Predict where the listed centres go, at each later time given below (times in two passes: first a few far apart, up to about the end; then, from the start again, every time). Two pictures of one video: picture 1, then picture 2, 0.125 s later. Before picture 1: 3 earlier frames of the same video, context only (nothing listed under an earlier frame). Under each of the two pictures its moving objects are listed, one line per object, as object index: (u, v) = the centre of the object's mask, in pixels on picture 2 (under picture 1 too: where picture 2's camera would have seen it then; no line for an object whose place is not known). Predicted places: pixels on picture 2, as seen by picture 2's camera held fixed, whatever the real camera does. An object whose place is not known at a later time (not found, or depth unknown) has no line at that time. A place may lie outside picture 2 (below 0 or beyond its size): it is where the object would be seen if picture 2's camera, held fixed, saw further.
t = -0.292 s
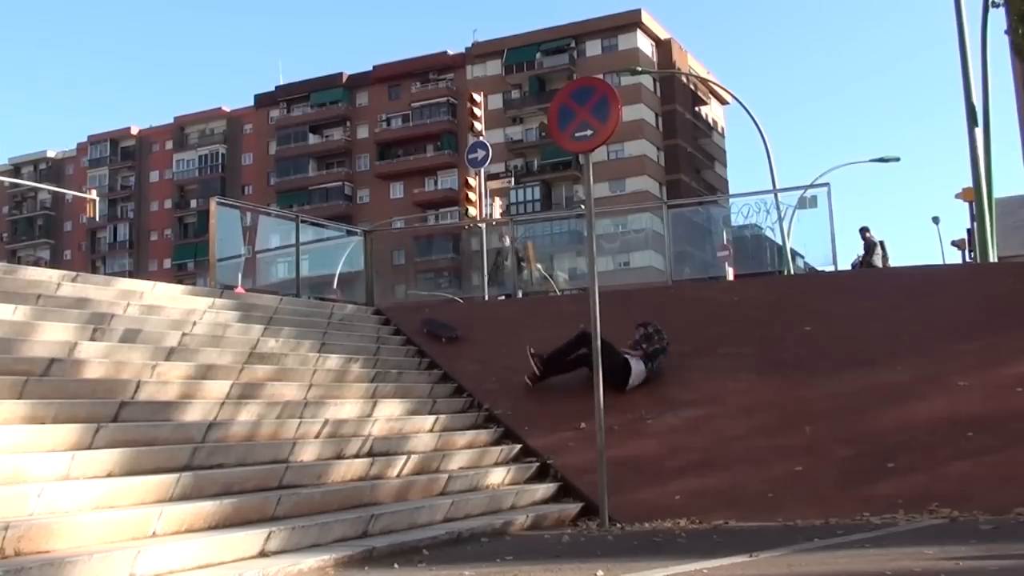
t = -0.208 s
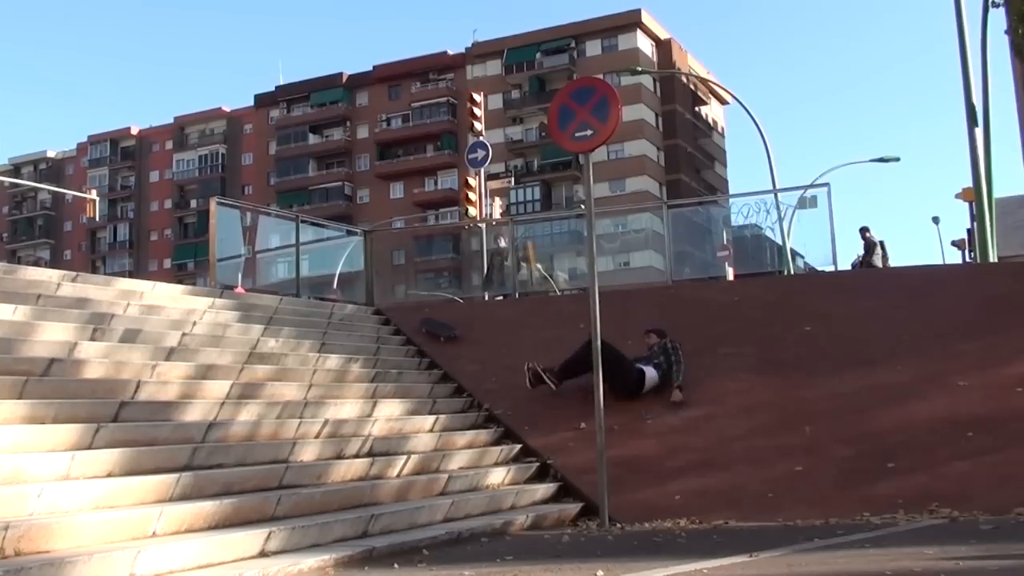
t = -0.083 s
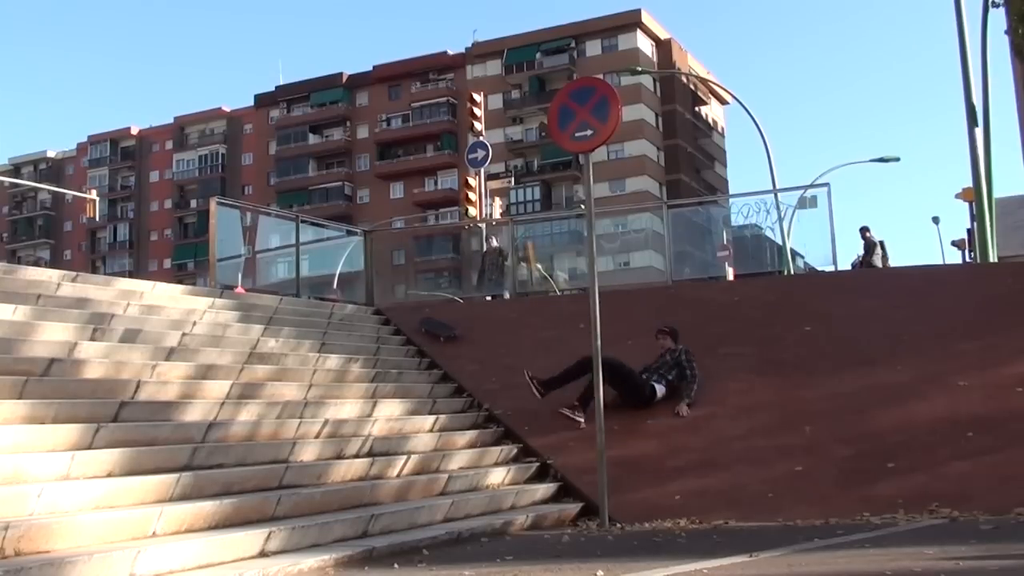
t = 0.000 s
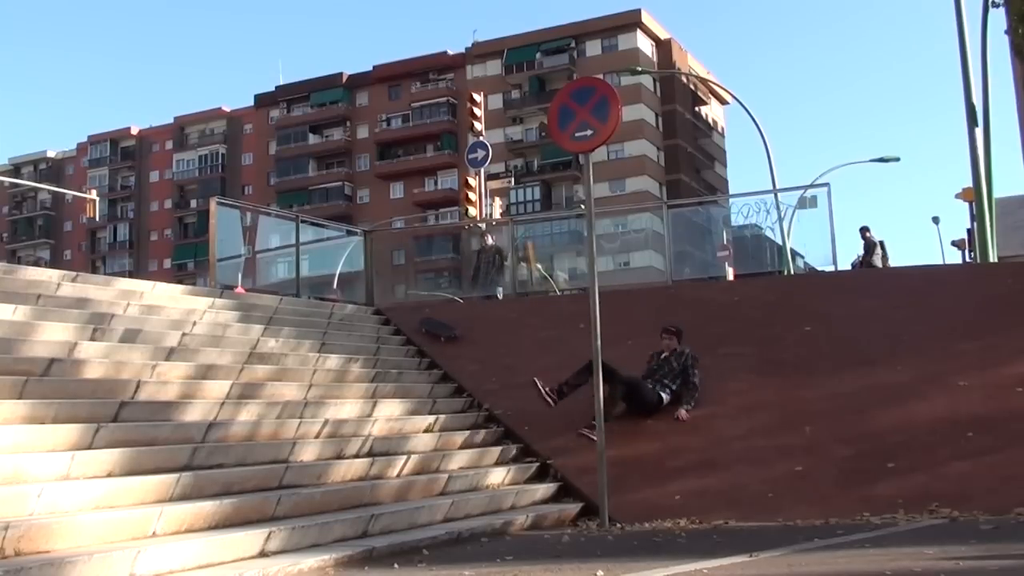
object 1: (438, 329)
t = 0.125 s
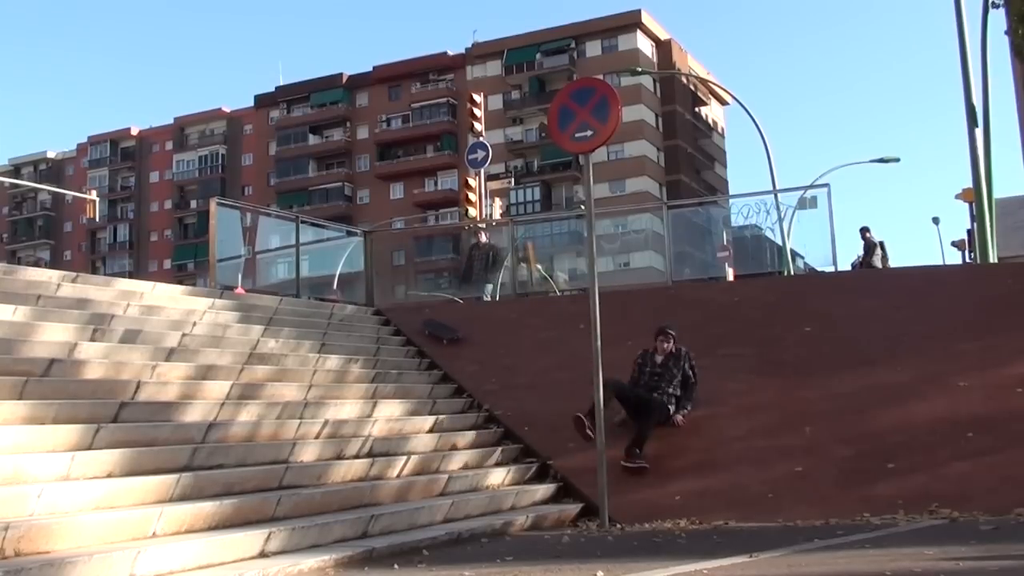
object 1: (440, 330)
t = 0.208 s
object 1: (443, 332)
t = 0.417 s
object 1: (452, 338)
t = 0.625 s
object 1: (469, 347)
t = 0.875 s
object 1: (492, 363)
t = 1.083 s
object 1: (517, 385)
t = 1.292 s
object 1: (547, 410)
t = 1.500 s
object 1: (580, 444)
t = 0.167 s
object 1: (442, 331)
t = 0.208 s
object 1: (443, 332)
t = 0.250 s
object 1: (444, 333)
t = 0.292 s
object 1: (446, 334)
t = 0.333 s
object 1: (448, 335)
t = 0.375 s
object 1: (450, 336)
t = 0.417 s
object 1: (452, 338)
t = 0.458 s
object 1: (455, 339)
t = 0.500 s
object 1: (457, 341)
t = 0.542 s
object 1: (462, 343)
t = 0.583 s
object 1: (465, 345)
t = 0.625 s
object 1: (469, 347)
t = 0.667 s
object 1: (473, 349)
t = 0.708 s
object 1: (476, 351)
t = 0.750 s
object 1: (480, 354)
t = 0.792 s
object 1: (484, 357)
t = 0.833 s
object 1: (488, 360)
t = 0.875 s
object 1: (492, 363)
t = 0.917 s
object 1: (496, 367)
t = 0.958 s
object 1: (500, 370)
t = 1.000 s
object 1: (505, 374)
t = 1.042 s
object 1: (512, 380)
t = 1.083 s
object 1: (517, 385)
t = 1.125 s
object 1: (523, 389)
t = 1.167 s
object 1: (528, 394)
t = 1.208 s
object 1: (535, 399)
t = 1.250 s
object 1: (541, 405)
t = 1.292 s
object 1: (547, 410)
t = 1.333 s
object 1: (556, 416)
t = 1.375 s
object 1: (562, 423)
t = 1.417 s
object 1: (569, 429)
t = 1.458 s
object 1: (578, 439)
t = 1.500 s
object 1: (580, 444)
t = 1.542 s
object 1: (594, 454)
